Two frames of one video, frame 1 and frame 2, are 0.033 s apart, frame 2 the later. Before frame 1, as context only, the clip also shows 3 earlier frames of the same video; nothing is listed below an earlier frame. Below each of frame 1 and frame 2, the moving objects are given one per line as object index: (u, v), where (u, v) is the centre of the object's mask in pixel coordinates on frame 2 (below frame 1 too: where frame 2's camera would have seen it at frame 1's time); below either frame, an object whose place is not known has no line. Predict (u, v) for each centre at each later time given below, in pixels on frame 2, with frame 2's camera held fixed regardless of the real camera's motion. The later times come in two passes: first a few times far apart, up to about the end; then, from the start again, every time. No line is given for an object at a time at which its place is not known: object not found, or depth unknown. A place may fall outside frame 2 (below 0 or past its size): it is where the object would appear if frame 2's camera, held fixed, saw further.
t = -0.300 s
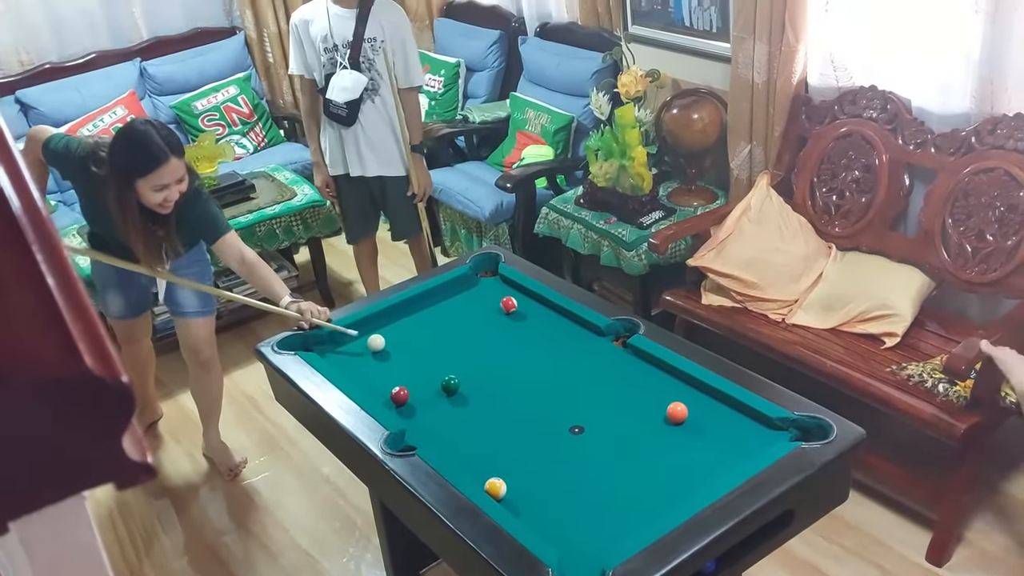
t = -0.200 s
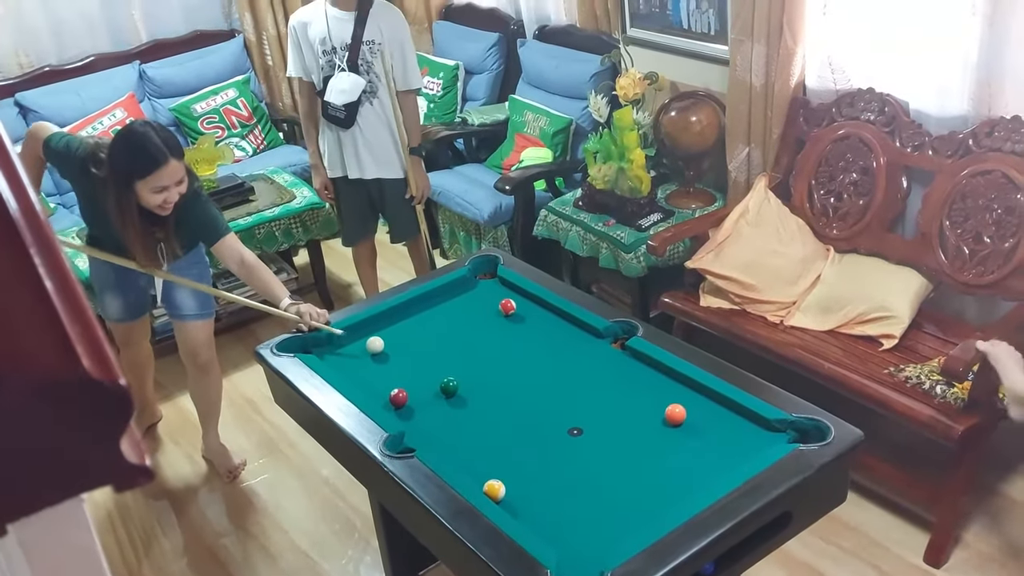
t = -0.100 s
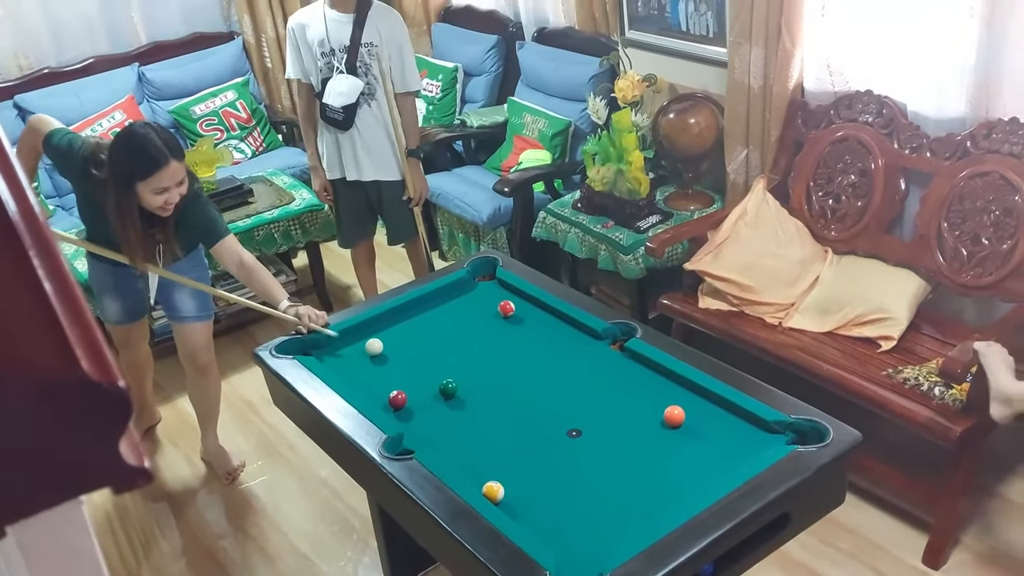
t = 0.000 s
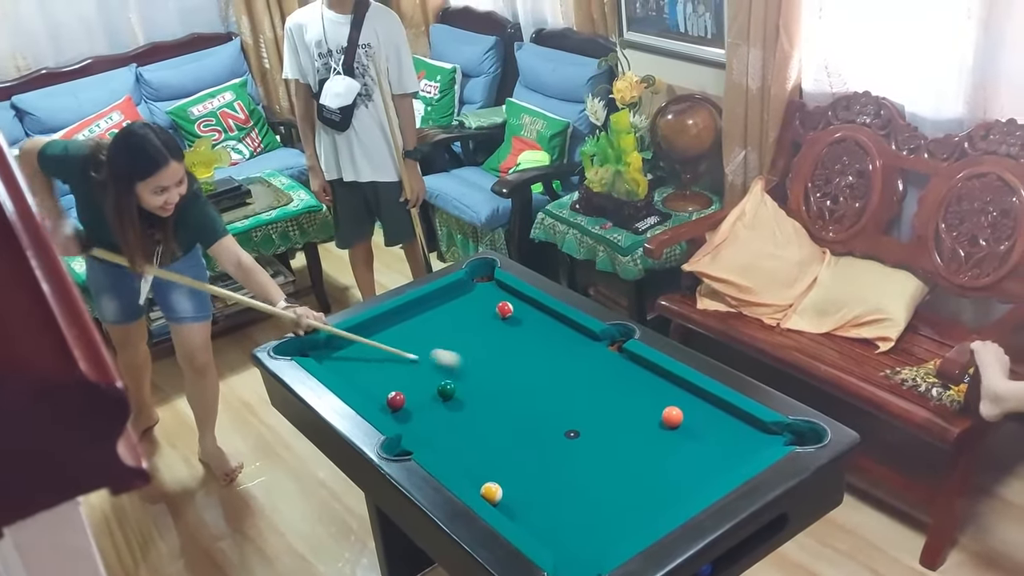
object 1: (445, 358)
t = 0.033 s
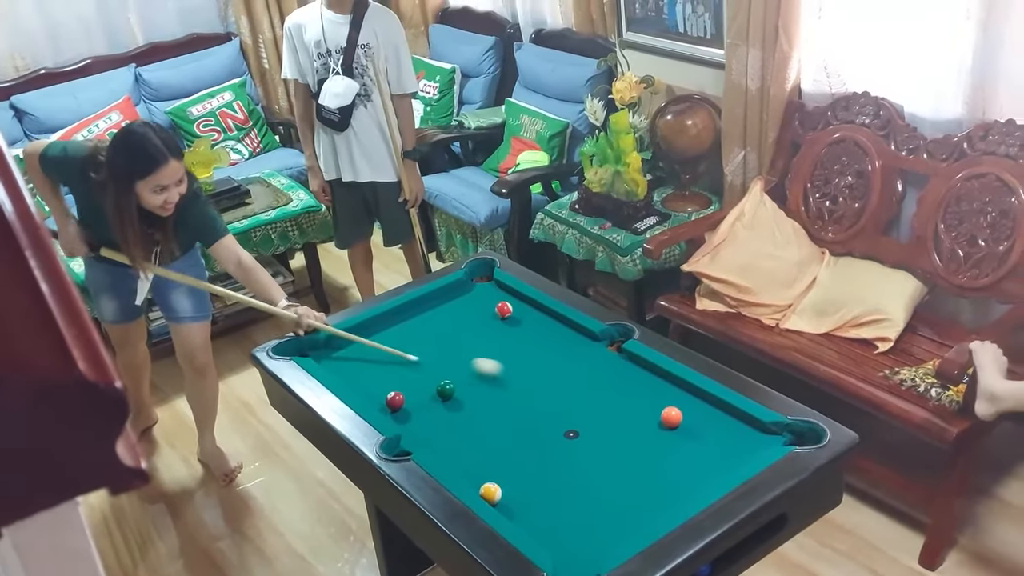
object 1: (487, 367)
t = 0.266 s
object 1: (747, 437)
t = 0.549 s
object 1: (605, 446)
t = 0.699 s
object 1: (534, 443)
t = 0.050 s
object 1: (507, 370)
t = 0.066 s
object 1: (529, 374)
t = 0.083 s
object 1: (550, 378)
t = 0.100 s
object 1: (571, 382)
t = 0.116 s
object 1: (593, 386)
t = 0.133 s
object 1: (615, 390)
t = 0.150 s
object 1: (637, 394)
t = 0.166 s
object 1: (659, 398)
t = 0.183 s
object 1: (682, 402)
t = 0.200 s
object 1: (704, 407)
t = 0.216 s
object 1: (725, 411)
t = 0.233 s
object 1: (735, 419)
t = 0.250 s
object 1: (741, 428)
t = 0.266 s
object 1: (747, 437)
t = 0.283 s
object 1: (753, 445)
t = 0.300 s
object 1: (750, 448)
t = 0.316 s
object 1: (739, 449)
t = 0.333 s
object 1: (727, 450)
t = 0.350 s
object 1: (716, 449)
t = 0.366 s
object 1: (705, 449)
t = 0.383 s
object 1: (694, 448)
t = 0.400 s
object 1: (684, 448)
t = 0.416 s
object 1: (674, 448)
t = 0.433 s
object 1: (664, 448)
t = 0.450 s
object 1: (655, 447)
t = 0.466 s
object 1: (646, 447)
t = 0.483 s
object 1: (638, 447)
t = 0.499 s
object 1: (629, 447)
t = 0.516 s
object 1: (621, 446)
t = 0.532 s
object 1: (613, 446)
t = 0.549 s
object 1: (605, 446)
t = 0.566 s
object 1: (596, 446)
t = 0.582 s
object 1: (589, 446)
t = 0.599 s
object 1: (581, 445)
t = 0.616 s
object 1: (573, 445)
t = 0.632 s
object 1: (565, 444)
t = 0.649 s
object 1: (557, 444)
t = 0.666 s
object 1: (550, 444)
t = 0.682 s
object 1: (542, 443)
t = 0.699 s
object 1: (534, 443)
